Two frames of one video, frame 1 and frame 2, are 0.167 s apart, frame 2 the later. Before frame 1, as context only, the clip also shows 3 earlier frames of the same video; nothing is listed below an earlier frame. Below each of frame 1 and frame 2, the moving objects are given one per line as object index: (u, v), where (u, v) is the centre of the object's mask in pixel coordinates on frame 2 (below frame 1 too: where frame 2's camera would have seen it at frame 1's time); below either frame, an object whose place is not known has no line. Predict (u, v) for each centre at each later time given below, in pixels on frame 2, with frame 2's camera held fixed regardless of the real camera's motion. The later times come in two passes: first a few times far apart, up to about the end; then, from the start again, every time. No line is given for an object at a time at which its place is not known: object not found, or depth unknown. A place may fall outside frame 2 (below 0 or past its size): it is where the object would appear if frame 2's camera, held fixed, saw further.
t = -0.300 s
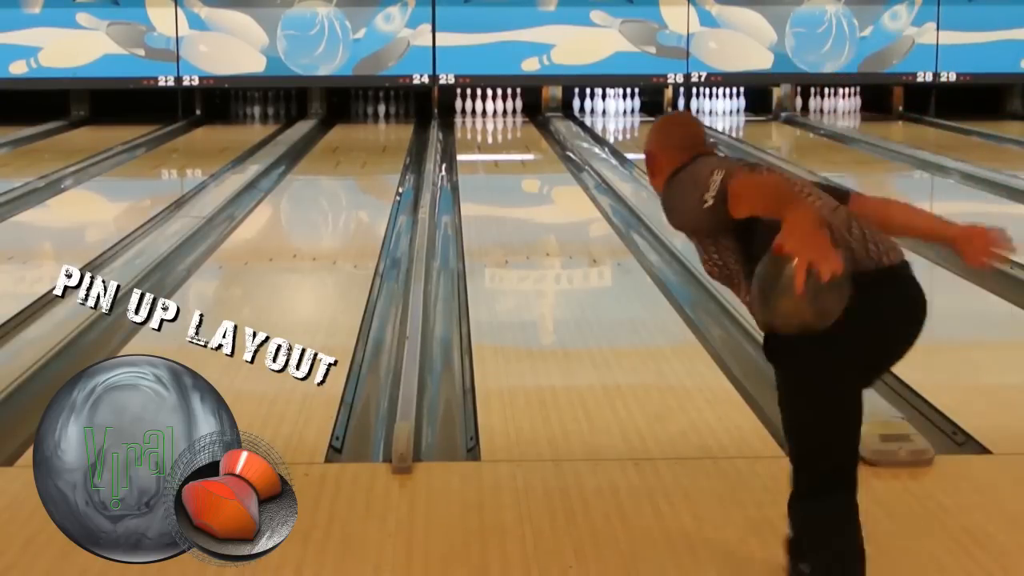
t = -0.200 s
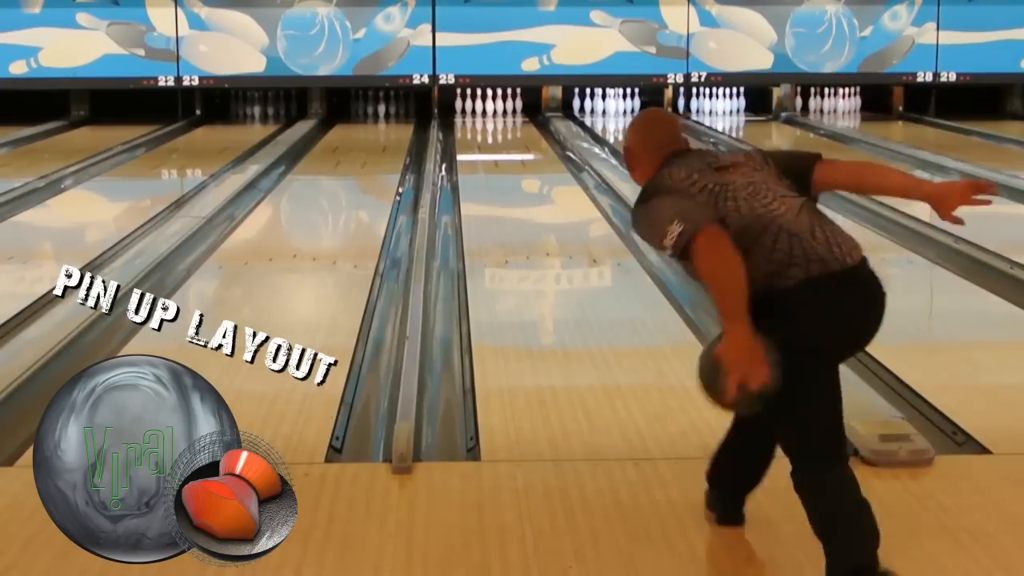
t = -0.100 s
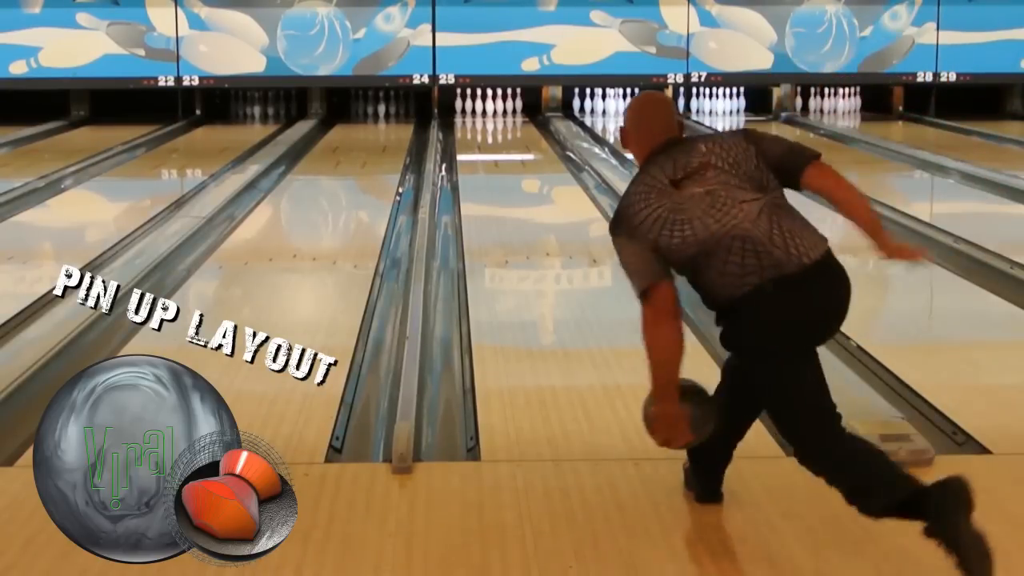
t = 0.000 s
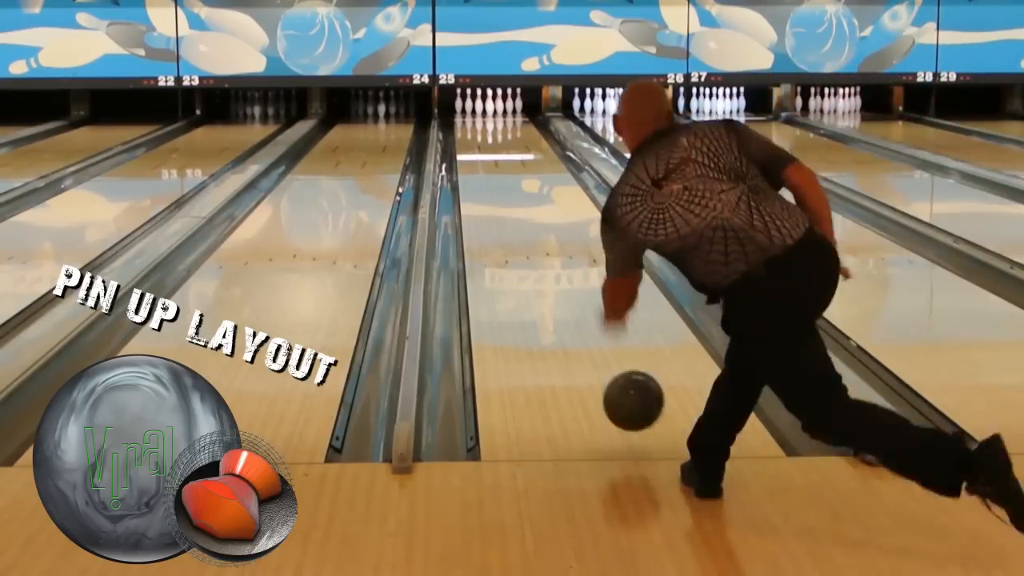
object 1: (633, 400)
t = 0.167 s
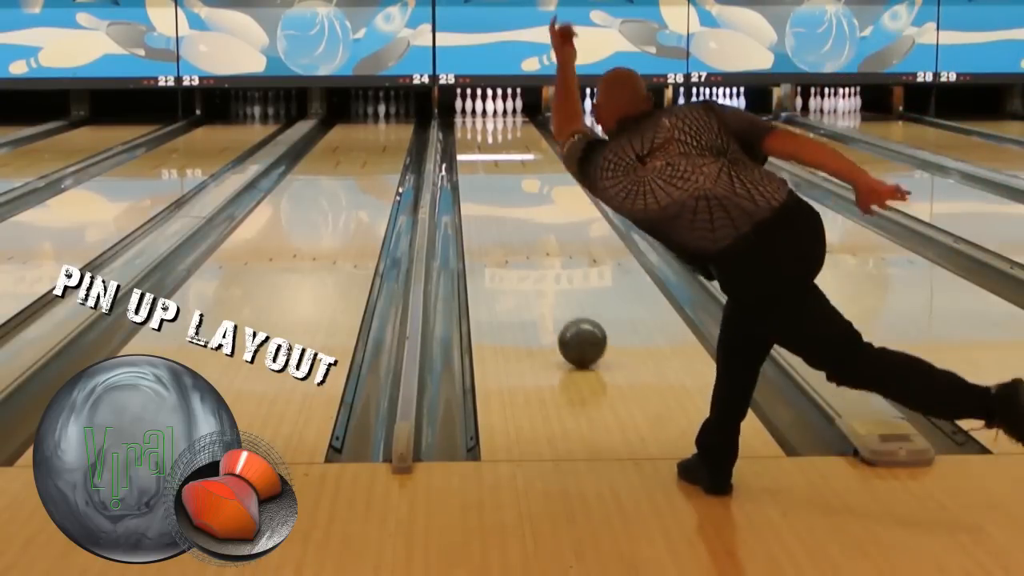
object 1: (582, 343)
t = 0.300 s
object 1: (554, 298)
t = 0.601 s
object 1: (514, 232)
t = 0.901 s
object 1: (491, 191)
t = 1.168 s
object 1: (477, 165)
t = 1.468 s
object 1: (469, 145)
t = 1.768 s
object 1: (467, 129)
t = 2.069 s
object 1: (474, 117)
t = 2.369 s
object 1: (485, 110)
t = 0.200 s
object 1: (575, 330)
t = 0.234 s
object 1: (567, 319)
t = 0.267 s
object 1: (561, 308)
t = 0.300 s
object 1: (554, 298)
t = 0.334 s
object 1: (549, 289)
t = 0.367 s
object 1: (543, 280)
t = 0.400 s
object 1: (538, 272)
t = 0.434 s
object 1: (534, 264)
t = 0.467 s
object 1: (529, 257)
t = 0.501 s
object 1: (525, 250)
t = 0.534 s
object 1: (521, 244)
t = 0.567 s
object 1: (518, 238)
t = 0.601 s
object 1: (514, 232)
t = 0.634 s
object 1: (511, 227)
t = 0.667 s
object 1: (508, 221)
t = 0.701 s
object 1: (505, 216)
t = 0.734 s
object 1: (502, 211)
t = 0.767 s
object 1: (500, 207)
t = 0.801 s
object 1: (497, 203)
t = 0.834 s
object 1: (495, 198)
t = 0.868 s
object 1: (493, 194)
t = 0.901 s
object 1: (491, 191)
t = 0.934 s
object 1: (489, 187)
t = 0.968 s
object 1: (487, 184)
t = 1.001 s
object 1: (485, 180)
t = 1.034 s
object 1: (483, 177)
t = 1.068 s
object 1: (481, 175)
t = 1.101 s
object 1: (480, 171)
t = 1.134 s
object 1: (478, 168)
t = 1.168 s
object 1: (477, 165)
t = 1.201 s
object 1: (476, 163)
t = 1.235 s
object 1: (475, 161)
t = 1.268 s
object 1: (474, 158)
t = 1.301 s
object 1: (473, 156)
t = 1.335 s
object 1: (472, 153)
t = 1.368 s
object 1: (471, 151)
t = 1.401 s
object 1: (470, 149)
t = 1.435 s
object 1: (469, 146)
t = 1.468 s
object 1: (469, 145)
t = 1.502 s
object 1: (469, 143)
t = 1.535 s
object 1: (468, 141)
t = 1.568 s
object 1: (467, 139)
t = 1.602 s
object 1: (467, 138)
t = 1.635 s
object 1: (467, 136)
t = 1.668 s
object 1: (466, 135)
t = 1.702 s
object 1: (467, 133)
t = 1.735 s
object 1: (467, 132)
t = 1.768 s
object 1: (467, 129)
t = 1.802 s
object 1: (467, 128)
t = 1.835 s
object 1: (468, 126)
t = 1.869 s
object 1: (468, 126)
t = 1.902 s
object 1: (469, 124)
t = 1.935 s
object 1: (469, 123)
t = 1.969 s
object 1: (471, 121)
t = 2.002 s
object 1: (472, 120)
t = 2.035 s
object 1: (473, 119)
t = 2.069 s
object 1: (474, 117)
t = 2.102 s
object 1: (475, 116)
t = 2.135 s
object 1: (477, 115)
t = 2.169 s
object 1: (479, 113)
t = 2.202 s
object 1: (479, 113)
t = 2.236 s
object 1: (480, 113)
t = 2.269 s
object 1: (482, 111)
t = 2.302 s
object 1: (483, 111)
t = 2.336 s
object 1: (485, 110)
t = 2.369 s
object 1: (485, 110)
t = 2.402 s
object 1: (485, 110)
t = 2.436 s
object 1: (486, 108)
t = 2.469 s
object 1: (486, 107)
